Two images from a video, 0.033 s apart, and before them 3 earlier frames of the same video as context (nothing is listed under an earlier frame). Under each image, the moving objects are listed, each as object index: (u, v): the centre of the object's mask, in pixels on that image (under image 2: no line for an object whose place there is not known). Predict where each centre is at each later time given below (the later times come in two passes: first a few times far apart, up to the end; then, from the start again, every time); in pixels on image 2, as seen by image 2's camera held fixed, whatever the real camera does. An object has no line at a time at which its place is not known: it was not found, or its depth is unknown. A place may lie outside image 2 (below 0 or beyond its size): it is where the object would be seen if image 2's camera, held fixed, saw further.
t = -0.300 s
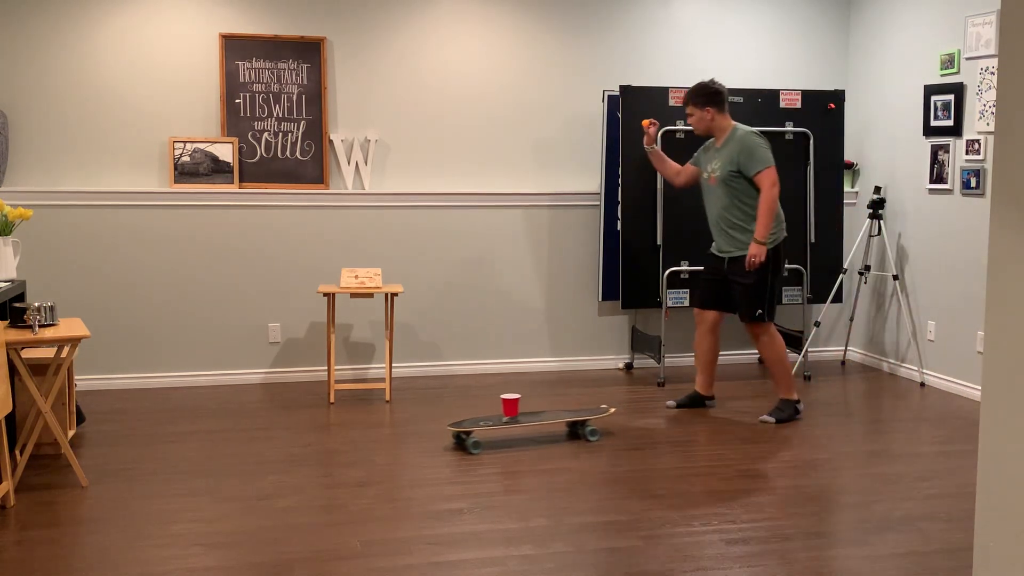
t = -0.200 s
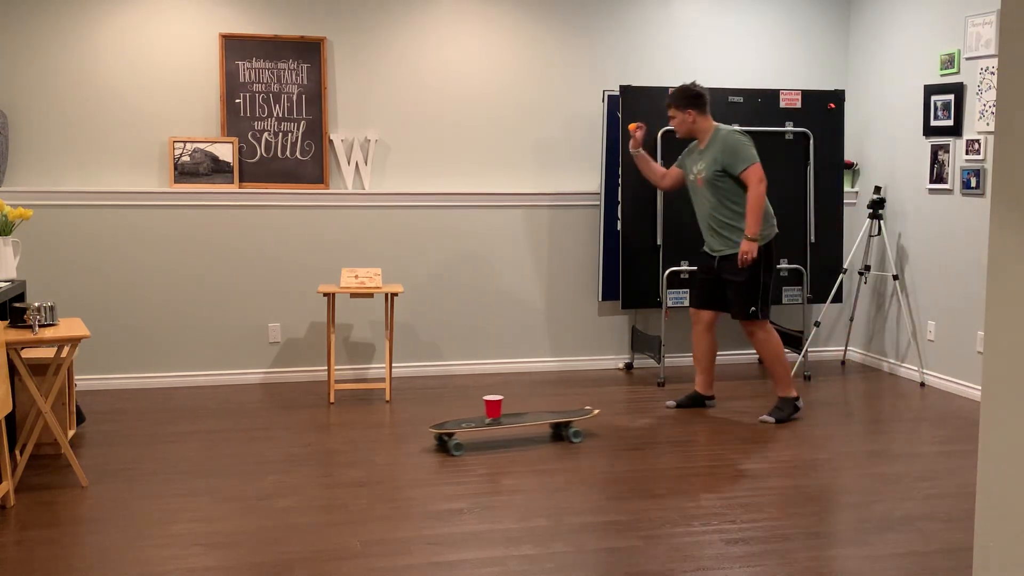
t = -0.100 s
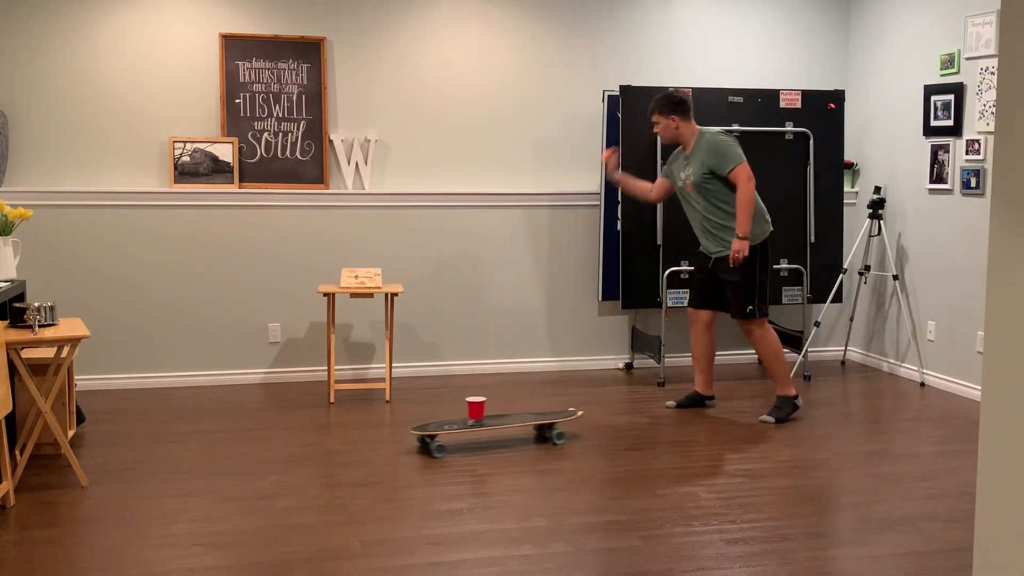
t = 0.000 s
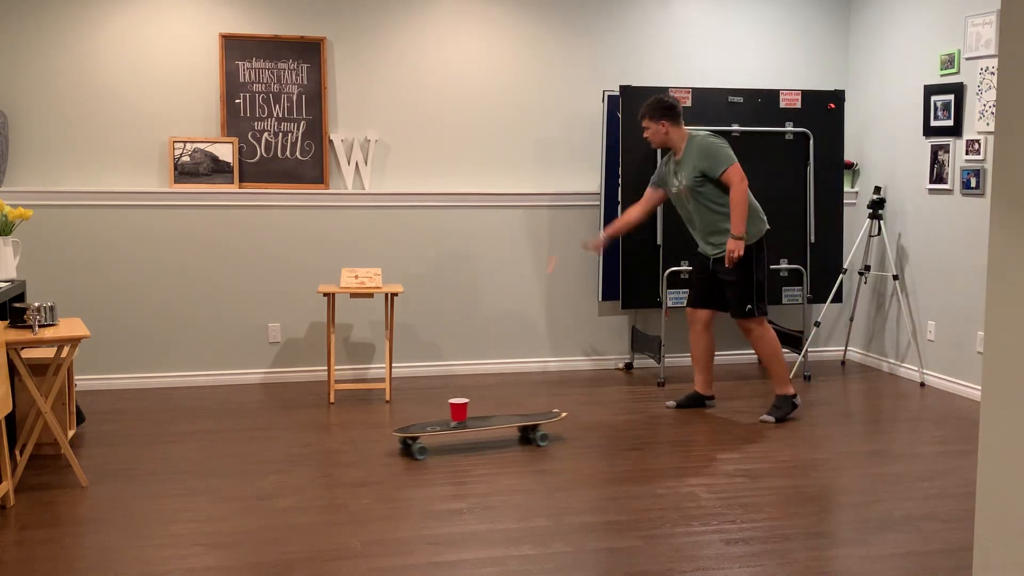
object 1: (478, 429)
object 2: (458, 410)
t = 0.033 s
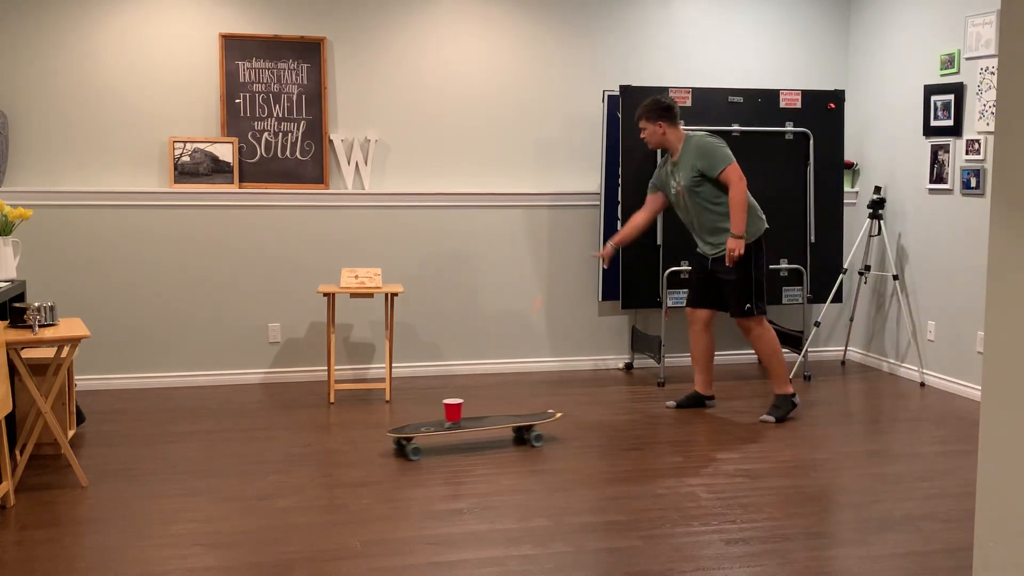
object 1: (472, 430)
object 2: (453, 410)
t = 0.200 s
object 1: (444, 432)
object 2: (425, 413)
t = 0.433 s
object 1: (405, 436)
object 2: (385, 417)
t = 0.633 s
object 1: (372, 439)
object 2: (352, 420)
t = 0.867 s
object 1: (335, 443)
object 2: (314, 424)
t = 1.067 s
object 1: (303, 446)
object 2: (281, 427)
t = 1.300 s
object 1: (266, 450)
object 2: (245, 430)
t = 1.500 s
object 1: (237, 453)
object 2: (215, 433)
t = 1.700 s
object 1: (209, 456)
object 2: (186, 436)
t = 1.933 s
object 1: (179, 458)
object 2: (155, 439)
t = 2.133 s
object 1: (176, 459)
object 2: (151, 440)
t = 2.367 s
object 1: (181, 459)
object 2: (157, 439)
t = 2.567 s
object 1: (186, 458)
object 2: (162, 439)
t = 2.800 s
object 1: (192, 458)
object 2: (168, 438)
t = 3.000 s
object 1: (196, 458)
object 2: (172, 438)
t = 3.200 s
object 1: (199, 457)
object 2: (176, 437)
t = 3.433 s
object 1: (202, 457)
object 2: (180, 437)
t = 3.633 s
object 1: (205, 457)
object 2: (183, 437)
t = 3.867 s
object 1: (208, 456)
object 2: (185, 437)
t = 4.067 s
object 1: (209, 456)
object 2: (186, 437)
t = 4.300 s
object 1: (209, 456)
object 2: (187, 436)
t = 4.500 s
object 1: (209, 456)
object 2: (187, 437)
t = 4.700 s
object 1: (209, 456)
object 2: (187, 437)
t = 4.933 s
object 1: (210, 456)
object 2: (187, 437)
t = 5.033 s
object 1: (209, 456)
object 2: (187, 436)
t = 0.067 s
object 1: (467, 430)
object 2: (447, 411)
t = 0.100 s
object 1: (461, 431)
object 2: (441, 412)
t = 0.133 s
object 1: (456, 431)
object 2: (436, 412)
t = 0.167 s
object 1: (450, 431)
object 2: (430, 413)
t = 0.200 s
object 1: (444, 432)
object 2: (425, 413)
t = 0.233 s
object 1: (439, 433)
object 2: (419, 414)
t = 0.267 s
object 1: (433, 433)
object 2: (413, 414)
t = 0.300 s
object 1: (427, 434)
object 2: (407, 415)
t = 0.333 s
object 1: (421, 435)
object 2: (402, 415)
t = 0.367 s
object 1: (416, 435)
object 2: (396, 416)
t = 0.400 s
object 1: (411, 436)
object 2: (391, 417)
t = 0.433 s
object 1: (405, 436)
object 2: (385, 417)
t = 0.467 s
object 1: (400, 437)
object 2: (379, 418)
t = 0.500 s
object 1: (395, 438)
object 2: (374, 418)
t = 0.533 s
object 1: (389, 438)
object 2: (368, 418)
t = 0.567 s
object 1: (383, 438)
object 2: (363, 419)
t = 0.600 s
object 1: (377, 439)
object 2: (357, 420)
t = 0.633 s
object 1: (372, 439)
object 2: (352, 420)
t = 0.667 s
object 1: (367, 440)
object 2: (346, 421)
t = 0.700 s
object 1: (362, 440)
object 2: (341, 421)
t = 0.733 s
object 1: (357, 441)
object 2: (335, 421)
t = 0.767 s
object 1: (351, 441)
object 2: (330, 422)
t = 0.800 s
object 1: (345, 442)
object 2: (324, 423)
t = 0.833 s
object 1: (340, 442)
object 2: (319, 423)
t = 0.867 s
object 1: (335, 443)
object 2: (314, 424)
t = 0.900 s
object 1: (329, 444)
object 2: (308, 424)
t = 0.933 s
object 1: (325, 444)
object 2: (303, 425)
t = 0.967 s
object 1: (319, 445)
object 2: (298, 425)
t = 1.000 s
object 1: (314, 445)
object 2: (292, 426)
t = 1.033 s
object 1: (309, 446)
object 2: (287, 426)
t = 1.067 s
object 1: (303, 446)
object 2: (281, 427)
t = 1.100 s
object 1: (298, 447)
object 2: (276, 428)
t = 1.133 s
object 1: (293, 447)
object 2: (271, 428)
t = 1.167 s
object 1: (288, 448)
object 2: (266, 428)
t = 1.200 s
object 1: (282, 448)
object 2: (261, 429)
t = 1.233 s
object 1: (277, 449)
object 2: (256, 429)
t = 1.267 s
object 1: (271, 449)
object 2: (250, 430)
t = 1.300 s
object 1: (266, 450)
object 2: (245, 430)
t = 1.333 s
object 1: (261, 450)
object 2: (240, 431)
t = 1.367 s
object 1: (257, 451)
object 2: (235, 431)
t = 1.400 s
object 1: (251, 451)
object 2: (230, 432)
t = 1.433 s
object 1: (247, 452)
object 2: (225, 432)
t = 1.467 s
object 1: (242, 452)
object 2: (220, 432)
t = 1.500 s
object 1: (237, 453)
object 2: (215, 433)
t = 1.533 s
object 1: (233, 453)
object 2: (210, 433)
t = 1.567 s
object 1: (227, 454)
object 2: (205, 434)
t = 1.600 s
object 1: (223, 454)
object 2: (200, 434)
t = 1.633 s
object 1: (218, 455)
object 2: (195, 435)
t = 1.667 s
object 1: (213, 455)
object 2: (191, 436)
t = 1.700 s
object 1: (209, 456)
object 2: (186, 436)
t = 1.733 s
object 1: (204, 456)
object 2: (181, 437)
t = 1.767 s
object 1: (200, 457)
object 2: (176, 437)
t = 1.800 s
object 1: (195, 457)
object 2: (172, 437)
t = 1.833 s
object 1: (191, 457)
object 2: (167, 438)
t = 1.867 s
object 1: (186, 458)
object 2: (162, 438)
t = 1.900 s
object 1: (183, 458)
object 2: (158, 439)
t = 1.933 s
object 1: (179, 458)
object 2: (155, 439)
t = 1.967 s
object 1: (177, 459)
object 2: (153, 439)
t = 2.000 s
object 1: (175, 459)
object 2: (151, 440)
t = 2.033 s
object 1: (174, 459)
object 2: (150, 440)
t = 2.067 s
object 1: (174, 459)
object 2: (150, 440)
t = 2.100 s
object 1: (175, 460)
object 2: (150, 440)
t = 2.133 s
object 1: (176, 459)
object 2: (151, 440)
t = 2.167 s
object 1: (176, 459)
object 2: (152, 440)
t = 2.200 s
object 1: (177, 459)
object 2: (152, 440)
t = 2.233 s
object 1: (178, 459)
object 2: (153, 440)
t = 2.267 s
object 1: (179, 459)
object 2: (154, 439)
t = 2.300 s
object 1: (180, 459)
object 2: (155, 439)
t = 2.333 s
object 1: (180, 459)
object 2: (156, 439)
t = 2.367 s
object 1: (181, 459)
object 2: (157, 439)
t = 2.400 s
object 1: (182, 459)
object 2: (158, 439)
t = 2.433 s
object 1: (184, 459)
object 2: (159, 439)
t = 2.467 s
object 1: (184, 459)
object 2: (159, 439)
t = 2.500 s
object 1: (185, 459)
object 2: (160, 439)
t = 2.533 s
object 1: (185, 459)
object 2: (161, 439)
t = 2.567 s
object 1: (186, 458)
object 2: (162, 439)
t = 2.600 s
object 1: (187, 458)
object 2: (163, 438)
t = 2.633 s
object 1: (188, 458)
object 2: (164, 439)
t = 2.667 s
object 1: (189, 458)
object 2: (165, 438)
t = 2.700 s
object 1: (189, 458)
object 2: (165, 437)
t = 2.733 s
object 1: (190, 458)
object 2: (166, 437)
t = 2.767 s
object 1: (191, 458)
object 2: (167, 438)
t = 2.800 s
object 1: (192, 458)
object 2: (168, 438)
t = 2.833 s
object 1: (193, 458)
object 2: (169, 438)
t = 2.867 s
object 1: (194, 458)
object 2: (170, 438)
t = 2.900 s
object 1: (194, 458)
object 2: (170, 438)
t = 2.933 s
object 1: (194, 458)
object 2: (171, 438)
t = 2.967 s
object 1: (195, 457)
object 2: (172, 438)
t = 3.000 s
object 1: (196, 458)
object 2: (172, 438)
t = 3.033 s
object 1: (197, 457)
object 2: (173, 438)
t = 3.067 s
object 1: (197, 457)
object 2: (173, 438)
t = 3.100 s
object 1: (197, 458)
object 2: (174, 438)
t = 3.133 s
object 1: (197, 457)
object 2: (175, 438)
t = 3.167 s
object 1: (198, 457)
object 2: (175, 438)
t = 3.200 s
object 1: (199, 457)
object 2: (176, 437)
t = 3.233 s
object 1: (199, 457)
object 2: (176, 438)
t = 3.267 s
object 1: (199, 457)
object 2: (177, 437)
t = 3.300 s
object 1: (200, 457)
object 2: (177, 437)
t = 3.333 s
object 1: (201, 457)
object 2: (178, 437)
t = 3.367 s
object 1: (201, 457)
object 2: (179, 437)
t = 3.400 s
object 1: (202, 457)
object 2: (179, 437)
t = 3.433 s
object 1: (202, 457)
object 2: (180, 437)
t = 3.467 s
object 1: (203, 457)
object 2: (180, 437)
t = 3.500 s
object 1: (204, 457)
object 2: (181, 437)
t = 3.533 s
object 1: (204, 457)
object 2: (181, 437)
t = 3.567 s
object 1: (204, 456)
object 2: (182, 437)
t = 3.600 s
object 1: (205, 456)
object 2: (182, 437)
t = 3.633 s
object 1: (205, 457)
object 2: (183, 437)
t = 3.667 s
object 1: (206, 456)
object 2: (183, 437)
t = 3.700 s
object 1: (206, 456)
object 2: (183, 437)
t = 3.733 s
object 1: (207, 456)
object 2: (184, 437)
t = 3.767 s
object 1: (207, 456)
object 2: (184, 437)
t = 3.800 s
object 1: (207, 456)
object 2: (184, 437)
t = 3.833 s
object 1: (208, 456)
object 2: (185, 437)
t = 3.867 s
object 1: (208, 456)
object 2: (185, 437)
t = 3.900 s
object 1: (208, 456)
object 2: (185, 437)
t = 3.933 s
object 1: (208, 456)
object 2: (185, 437)
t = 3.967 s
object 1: (208, 456)
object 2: (186, 437)
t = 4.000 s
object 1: (209, 456)
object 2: (186, 437)
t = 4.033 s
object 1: (209, 456)
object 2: (186, 437)
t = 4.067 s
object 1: (209, 456)
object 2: (186, 437)
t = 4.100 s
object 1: (209, 456)
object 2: (186, 437)
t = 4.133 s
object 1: (209, 456)
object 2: (187, 437)
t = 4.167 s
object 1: (209, 456)
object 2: (187, 437)
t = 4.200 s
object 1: (209, 456)
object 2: (187, 436)
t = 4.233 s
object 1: (210, 456)
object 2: (187, 436)
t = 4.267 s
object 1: (210, 456)
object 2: (187, 436)
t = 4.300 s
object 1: (209, 456)
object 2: (187, 436)
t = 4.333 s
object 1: (210, 456)
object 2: (187, 437)
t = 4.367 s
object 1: (210, 456)
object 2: (187, 437)
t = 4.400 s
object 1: (210, 456)
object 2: (187, 437)
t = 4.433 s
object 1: (209, 456)
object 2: (187, 437)
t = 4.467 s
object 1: (209, 456)
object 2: (187, 437)
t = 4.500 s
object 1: (209, 456)
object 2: (187, 437)
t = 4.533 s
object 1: (210, 456)
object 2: (187, 437)
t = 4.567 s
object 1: (210, 456)
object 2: (187, 437)
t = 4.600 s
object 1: (209, 456)
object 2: (187, 437)
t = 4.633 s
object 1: (209, 456)
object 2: (187, 437)
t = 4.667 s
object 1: (209, 456)
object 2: (187, 437)
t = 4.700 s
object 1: (209, 456)
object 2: (187, 437)
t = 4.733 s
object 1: (209, 456)
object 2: (187, 437)
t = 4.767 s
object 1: (210, 456)
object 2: (187, 437)
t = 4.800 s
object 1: (210, 456)
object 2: (187, 437)
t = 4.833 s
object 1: (209, 456)
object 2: (187, 437)
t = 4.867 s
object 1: (209, 456)
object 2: (187, 437)
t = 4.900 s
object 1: (209, 456)
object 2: (187, 437)
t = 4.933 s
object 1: (210, 456)
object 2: (187, 437)
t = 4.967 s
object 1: (209, 456)
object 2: (187, 436)
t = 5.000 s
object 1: (209, 456)
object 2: (187, 436)
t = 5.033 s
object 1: (209, 456)
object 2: (187, 436)
